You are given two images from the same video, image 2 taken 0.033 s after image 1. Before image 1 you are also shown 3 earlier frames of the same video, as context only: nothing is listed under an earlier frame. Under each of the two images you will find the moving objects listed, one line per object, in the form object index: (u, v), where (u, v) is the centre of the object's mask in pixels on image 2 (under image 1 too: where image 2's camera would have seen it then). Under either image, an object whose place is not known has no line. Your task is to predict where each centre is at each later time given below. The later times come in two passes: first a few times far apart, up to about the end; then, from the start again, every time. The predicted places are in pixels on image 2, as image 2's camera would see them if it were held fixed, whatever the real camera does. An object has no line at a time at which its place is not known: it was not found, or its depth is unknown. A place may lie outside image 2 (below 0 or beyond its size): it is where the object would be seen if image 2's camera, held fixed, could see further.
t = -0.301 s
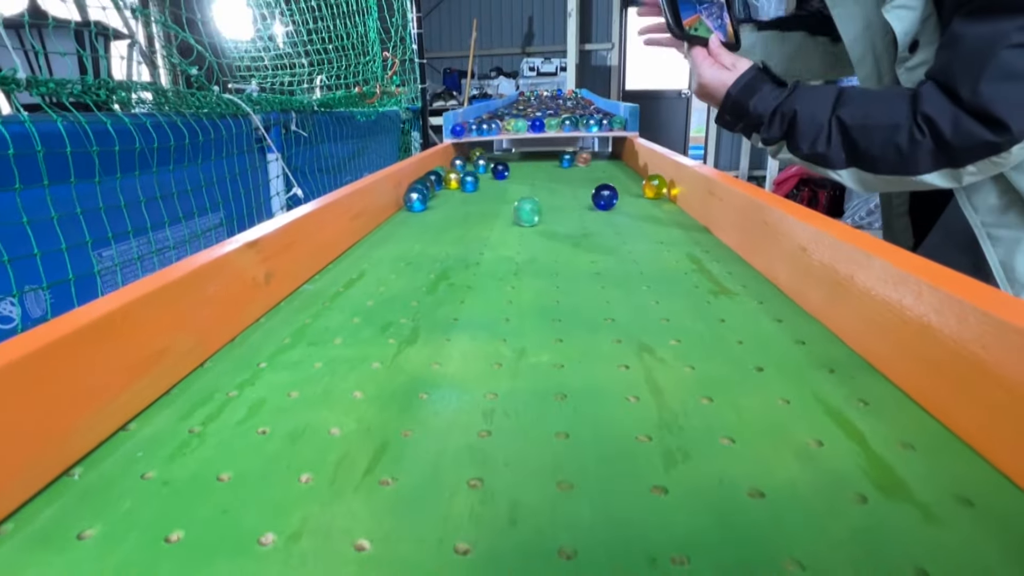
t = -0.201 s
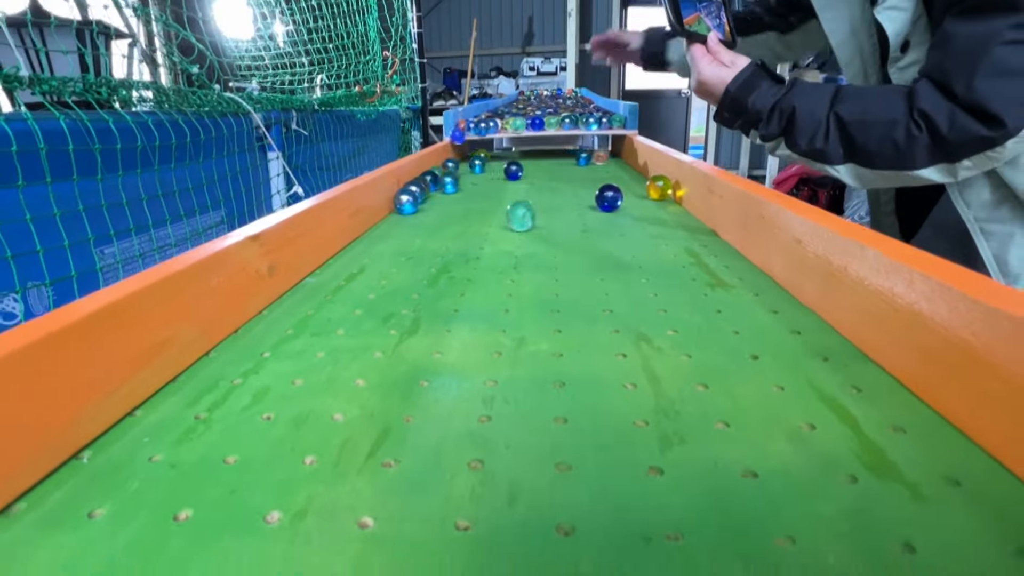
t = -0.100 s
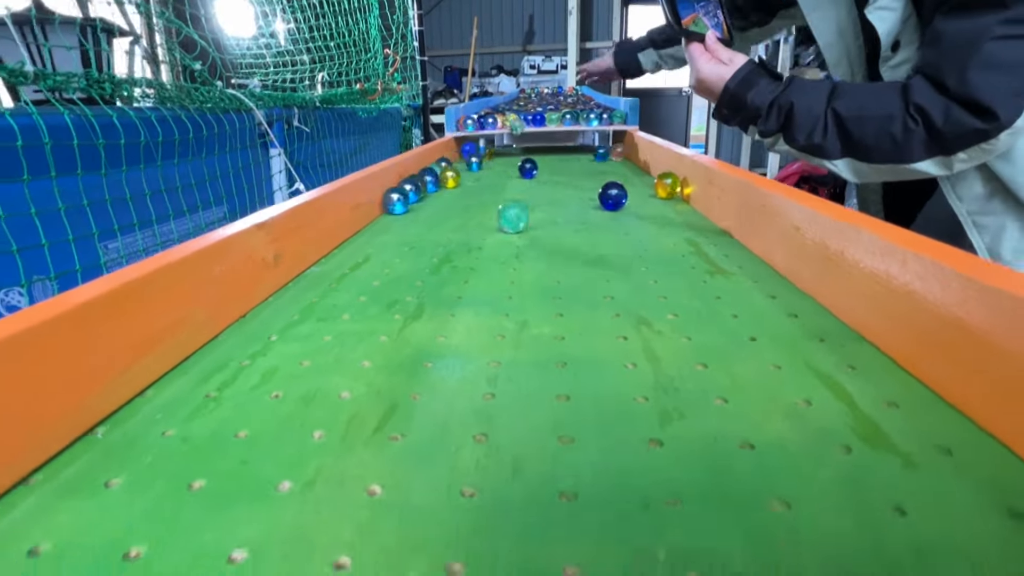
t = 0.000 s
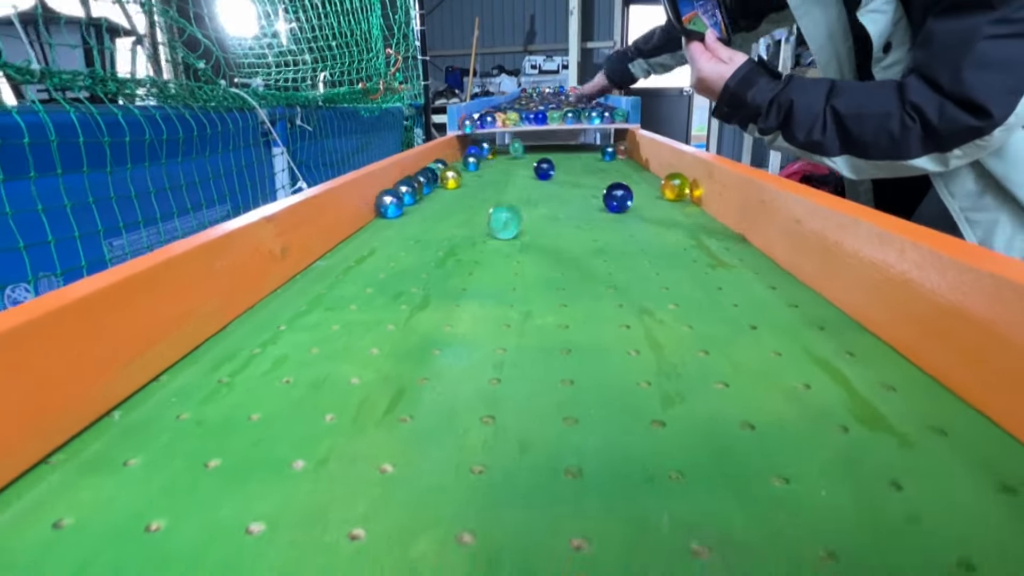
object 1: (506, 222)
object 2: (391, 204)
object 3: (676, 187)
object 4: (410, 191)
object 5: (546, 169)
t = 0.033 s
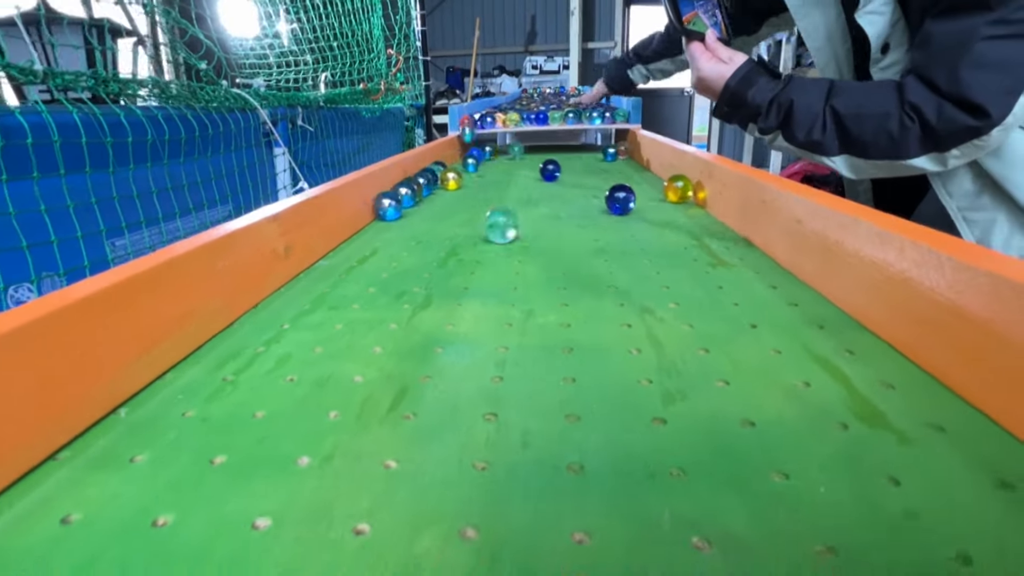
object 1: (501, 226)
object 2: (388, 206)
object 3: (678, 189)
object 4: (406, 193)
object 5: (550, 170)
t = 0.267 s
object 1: (460, 261)
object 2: (356, 229)
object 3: (702, 206)
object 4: (380, 211)
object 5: (587, 180)
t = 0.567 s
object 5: (650, 201)
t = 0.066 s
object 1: (496, 230)
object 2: (384, 209)
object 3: (681, 191)
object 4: (404, 195)
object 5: (555, 171)
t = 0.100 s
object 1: (491, 234)
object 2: (381, 212)
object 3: (684, 193)
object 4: (400, 197)
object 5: (560, 173)
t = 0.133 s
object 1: (486, 239)
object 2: (377, 215)
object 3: (687, 195)
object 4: (397, 200)
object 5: (565, 174)
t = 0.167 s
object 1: (479, 244)
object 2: (372, 218)
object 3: (690, 198)
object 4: (393, 202)
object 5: (570, 176)
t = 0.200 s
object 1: (473, 250)
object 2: (368, 221)
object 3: (694, 200)
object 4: (389, 204)
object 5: (576, 177)
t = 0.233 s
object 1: (465, 254)
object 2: (362, 225)
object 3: (698, 203)
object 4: (386, 208)
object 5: (581, 179)
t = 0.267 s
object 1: (460, 261)
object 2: (356, 229)
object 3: (702, 206)
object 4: (380, 211)
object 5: (587, 180)
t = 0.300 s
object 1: (452, 267)
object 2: (350, 233)
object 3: (707, 208)
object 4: (378, 214)
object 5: (593, 182)
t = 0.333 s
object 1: (444, 274)
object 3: (712, 212)
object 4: (374, 217)
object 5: (599, 184)
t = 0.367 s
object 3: (717, 215)
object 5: (606, 186)
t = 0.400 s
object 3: (722, 219)
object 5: (613, 188)
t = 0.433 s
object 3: (728, 222)
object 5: (619, 190)
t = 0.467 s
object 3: (733, 227)
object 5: (627, 192)
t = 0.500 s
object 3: (740, 231)
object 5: (634, 195)
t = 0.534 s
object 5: (642, 198)
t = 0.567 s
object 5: (650, 201)
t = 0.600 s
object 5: (659, 204)
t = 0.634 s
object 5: (669, 207)
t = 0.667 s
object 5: (679, 210)
